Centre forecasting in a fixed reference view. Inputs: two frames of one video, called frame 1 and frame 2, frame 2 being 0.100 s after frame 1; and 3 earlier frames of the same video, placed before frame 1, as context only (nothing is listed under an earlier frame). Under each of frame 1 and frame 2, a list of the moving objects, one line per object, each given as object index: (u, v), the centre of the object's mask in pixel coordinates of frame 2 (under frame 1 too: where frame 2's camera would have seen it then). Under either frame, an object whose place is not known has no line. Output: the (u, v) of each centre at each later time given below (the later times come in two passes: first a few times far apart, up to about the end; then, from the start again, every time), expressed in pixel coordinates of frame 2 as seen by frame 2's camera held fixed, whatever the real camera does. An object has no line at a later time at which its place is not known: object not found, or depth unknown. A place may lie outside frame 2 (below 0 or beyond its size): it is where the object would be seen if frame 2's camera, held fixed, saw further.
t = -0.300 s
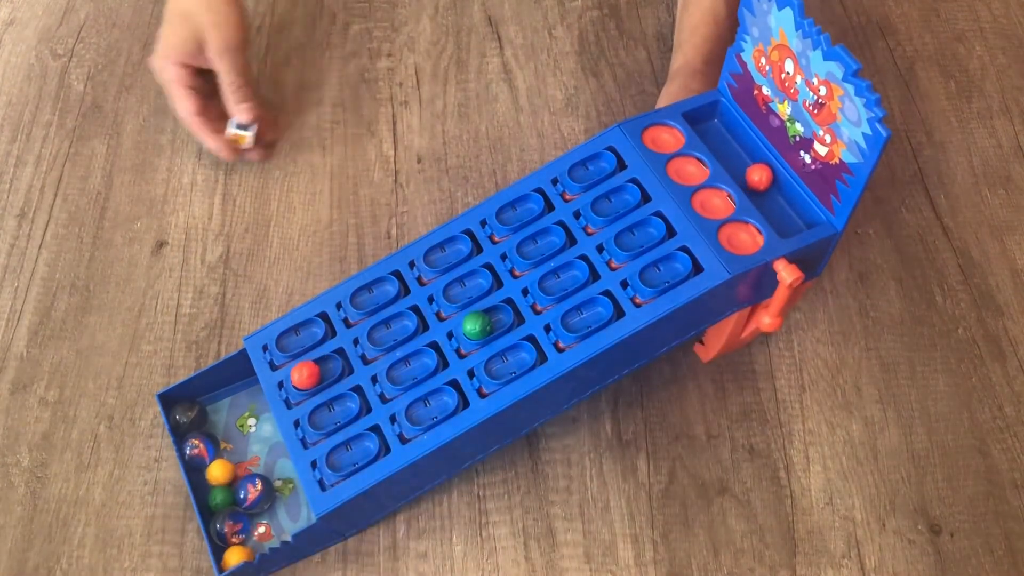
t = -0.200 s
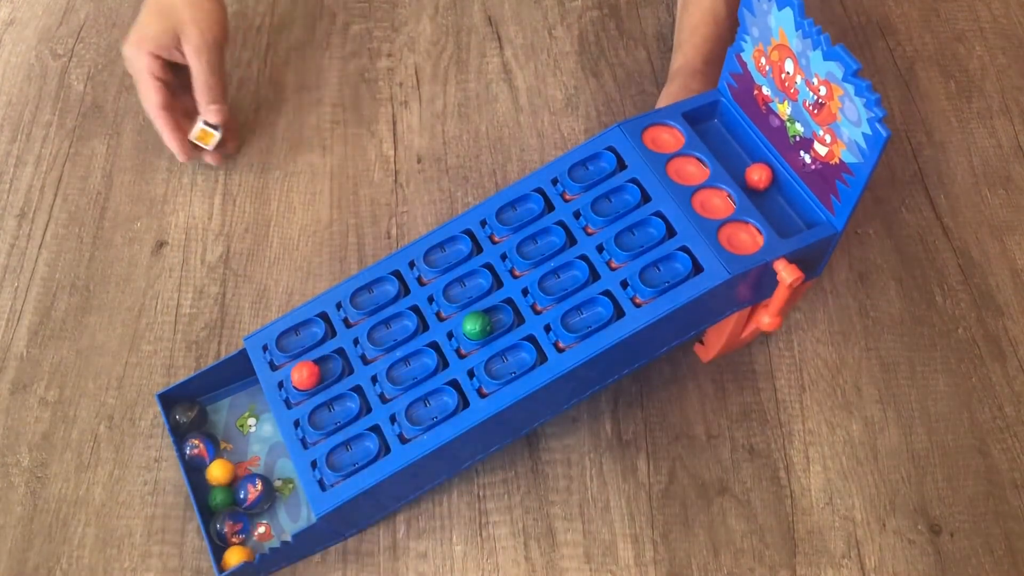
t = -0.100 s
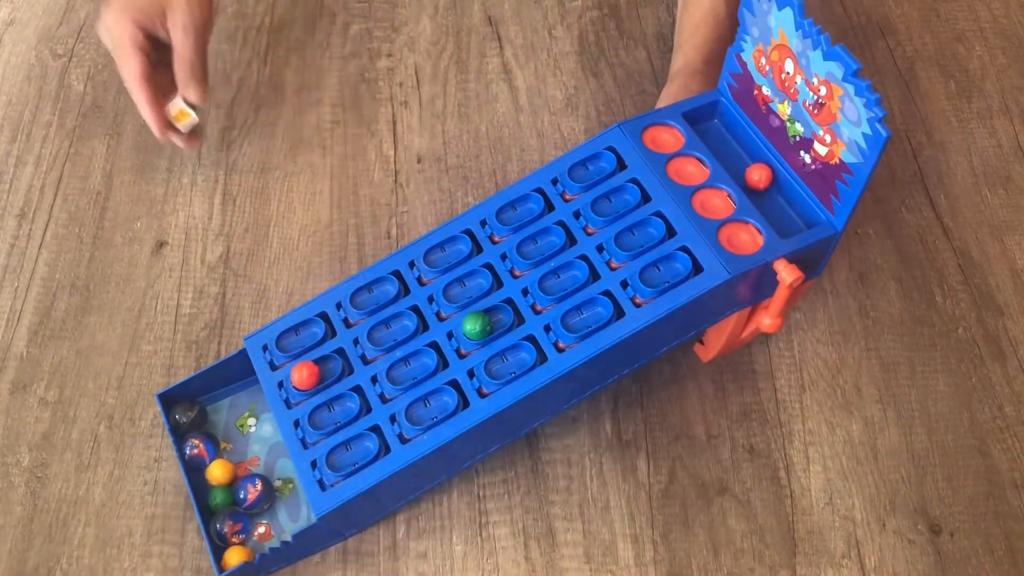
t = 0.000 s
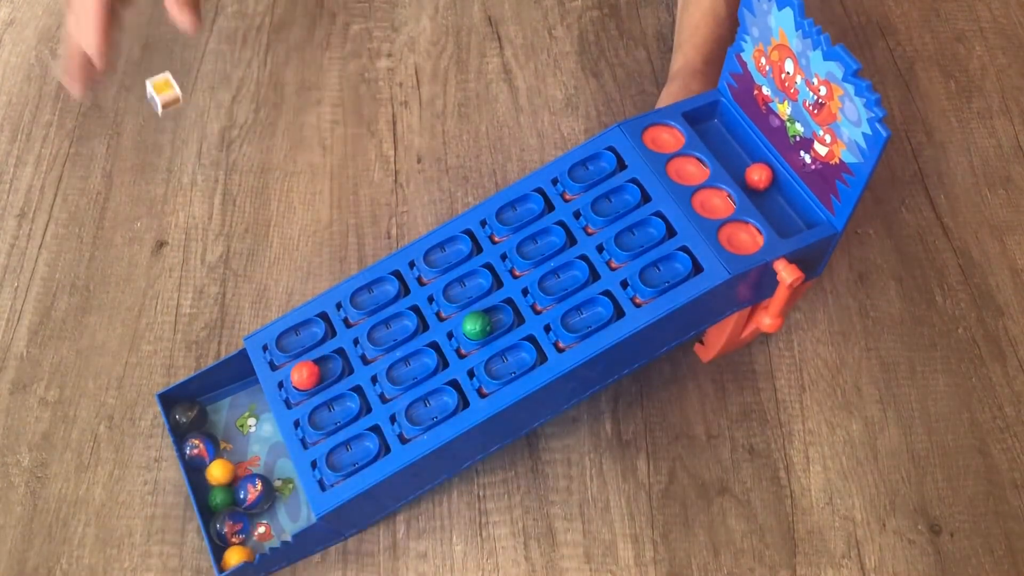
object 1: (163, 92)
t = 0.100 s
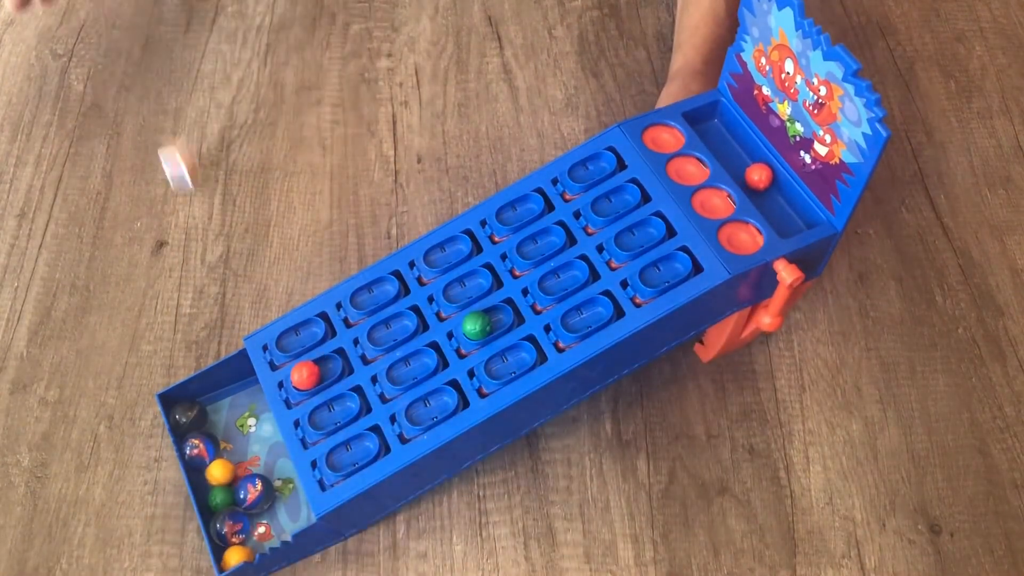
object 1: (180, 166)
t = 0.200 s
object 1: (180, 163)
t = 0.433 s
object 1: (208, 214)
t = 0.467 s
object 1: (213, 218)
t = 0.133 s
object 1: (182, 171)
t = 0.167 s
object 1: (179, 162)
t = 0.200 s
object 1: (180, 163)
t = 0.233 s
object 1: (184, 171)
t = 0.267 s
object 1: (194, 191)
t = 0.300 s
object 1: (196, 194)
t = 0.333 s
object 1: (194, 192)
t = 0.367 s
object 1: (198, 202)
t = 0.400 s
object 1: (205, 213)
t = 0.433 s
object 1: (208, 214)
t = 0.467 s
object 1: (213, 218)
